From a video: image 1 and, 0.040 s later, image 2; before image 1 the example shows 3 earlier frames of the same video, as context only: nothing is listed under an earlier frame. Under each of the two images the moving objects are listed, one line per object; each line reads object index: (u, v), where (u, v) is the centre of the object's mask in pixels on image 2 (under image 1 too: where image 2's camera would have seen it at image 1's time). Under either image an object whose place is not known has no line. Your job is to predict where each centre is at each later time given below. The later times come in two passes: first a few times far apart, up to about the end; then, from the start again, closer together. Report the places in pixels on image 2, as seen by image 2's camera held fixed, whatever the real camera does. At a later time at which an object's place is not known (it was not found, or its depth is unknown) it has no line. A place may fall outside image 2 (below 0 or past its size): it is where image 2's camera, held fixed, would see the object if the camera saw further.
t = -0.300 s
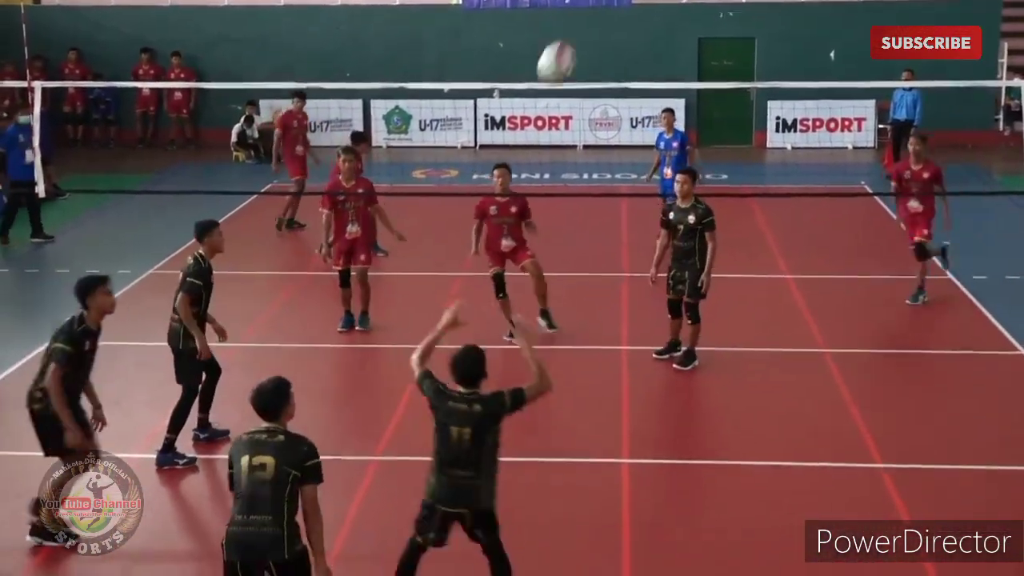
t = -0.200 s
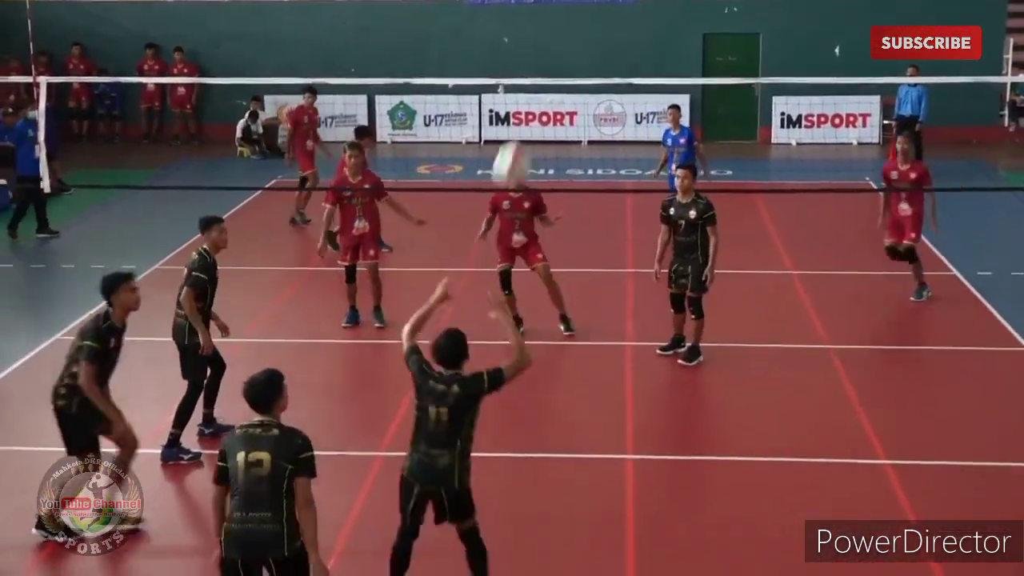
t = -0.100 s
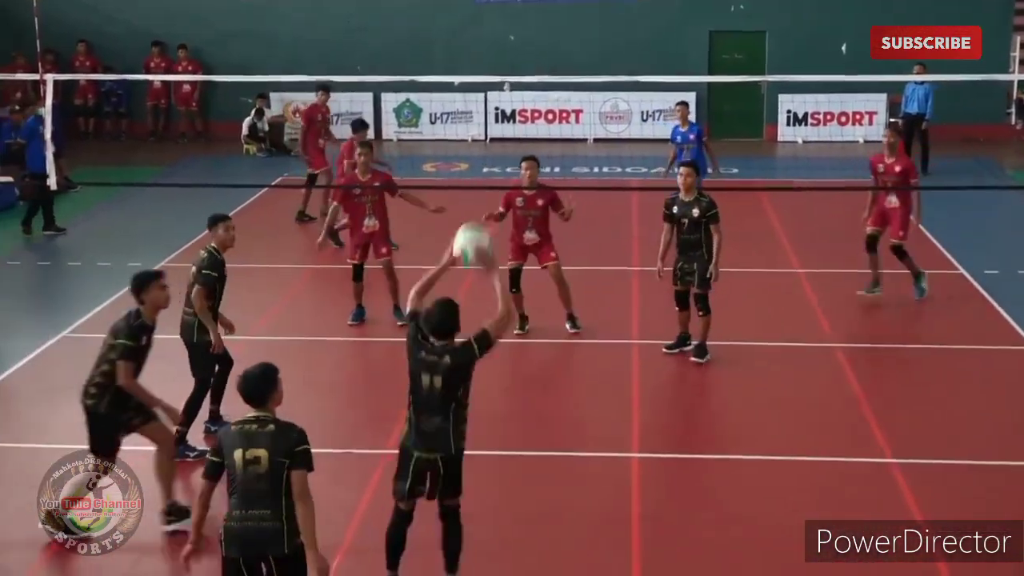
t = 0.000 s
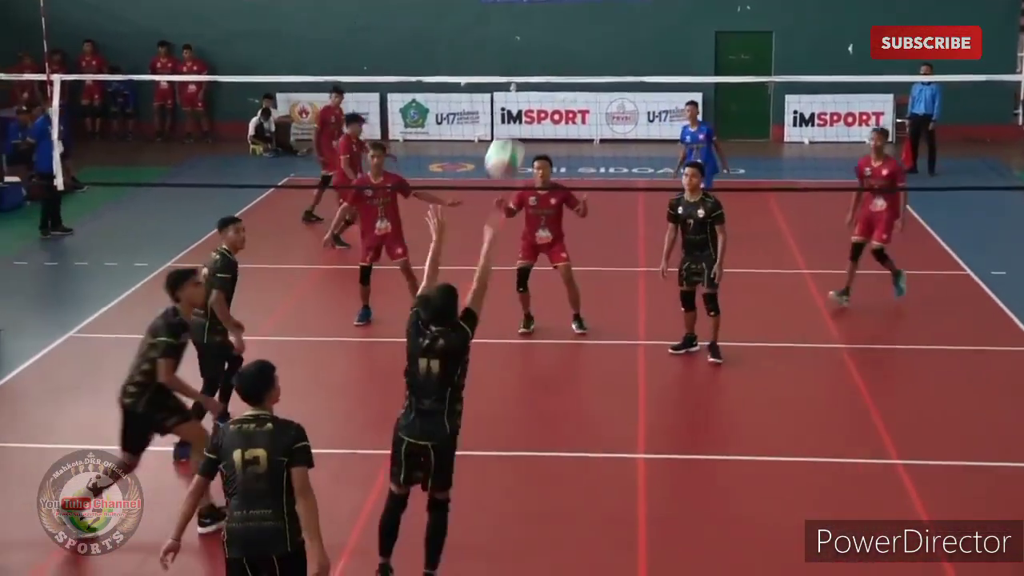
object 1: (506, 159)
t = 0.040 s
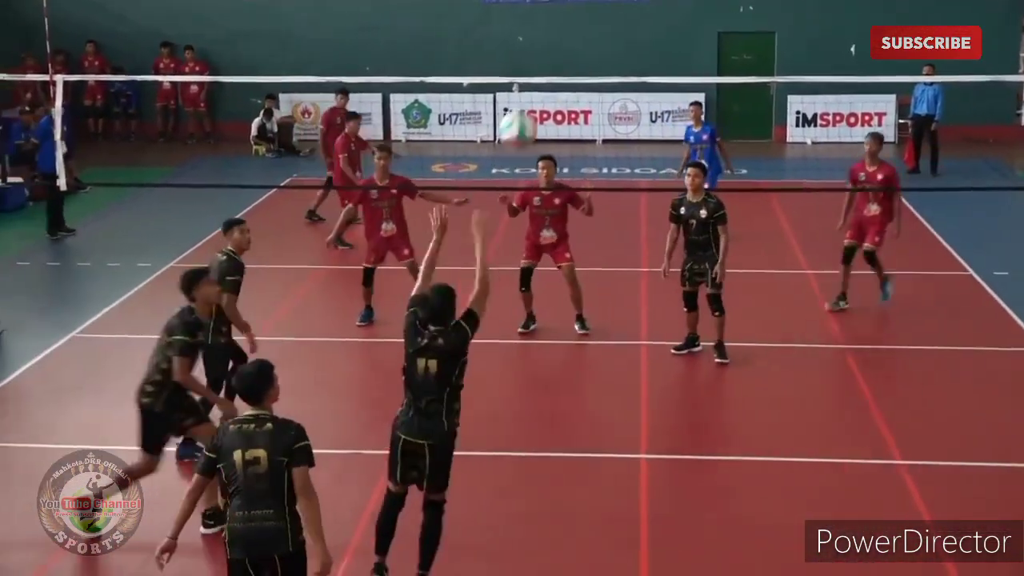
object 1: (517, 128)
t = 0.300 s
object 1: (585, 13)
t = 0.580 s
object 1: (643, 21)
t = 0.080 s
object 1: (528, 100)
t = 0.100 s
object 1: (535, 88)
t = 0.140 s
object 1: (546, 66)
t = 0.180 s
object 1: (555, 50)
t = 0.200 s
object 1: (560, 41)
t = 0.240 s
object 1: (570, 28)
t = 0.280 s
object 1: (580, 16)
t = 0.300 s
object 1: (585, 13)
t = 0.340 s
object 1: (594, 9)
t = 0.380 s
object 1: (603, 6)
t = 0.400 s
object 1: (607, 5)
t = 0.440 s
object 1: (615, 4)
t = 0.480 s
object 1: (624, 5)
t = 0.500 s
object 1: (628, 7)
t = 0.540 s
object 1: (635, 12)
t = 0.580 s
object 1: (643, 21)
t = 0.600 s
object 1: (646, 26)
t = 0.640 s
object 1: (653, 36)
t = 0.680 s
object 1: (660, 49)
